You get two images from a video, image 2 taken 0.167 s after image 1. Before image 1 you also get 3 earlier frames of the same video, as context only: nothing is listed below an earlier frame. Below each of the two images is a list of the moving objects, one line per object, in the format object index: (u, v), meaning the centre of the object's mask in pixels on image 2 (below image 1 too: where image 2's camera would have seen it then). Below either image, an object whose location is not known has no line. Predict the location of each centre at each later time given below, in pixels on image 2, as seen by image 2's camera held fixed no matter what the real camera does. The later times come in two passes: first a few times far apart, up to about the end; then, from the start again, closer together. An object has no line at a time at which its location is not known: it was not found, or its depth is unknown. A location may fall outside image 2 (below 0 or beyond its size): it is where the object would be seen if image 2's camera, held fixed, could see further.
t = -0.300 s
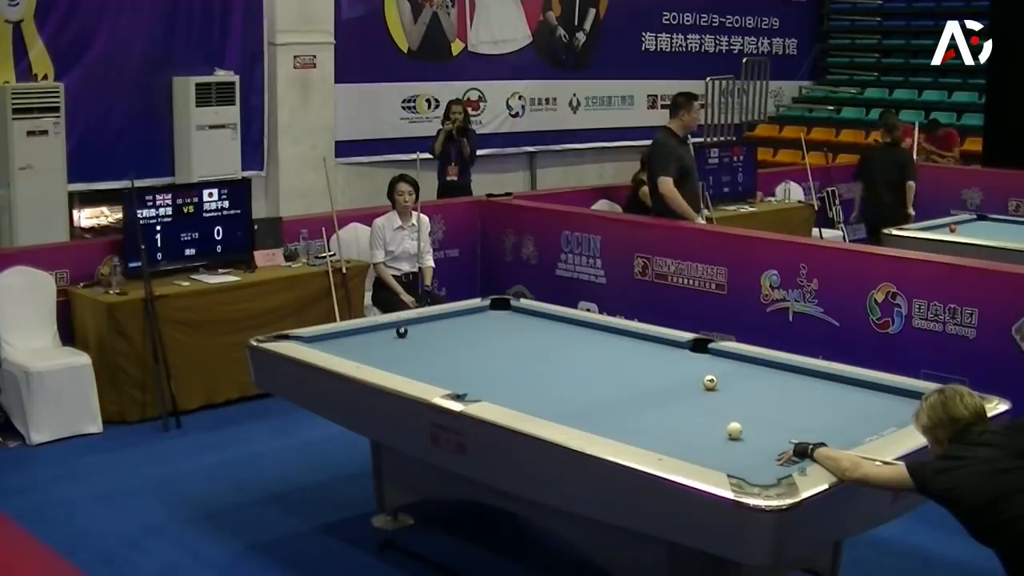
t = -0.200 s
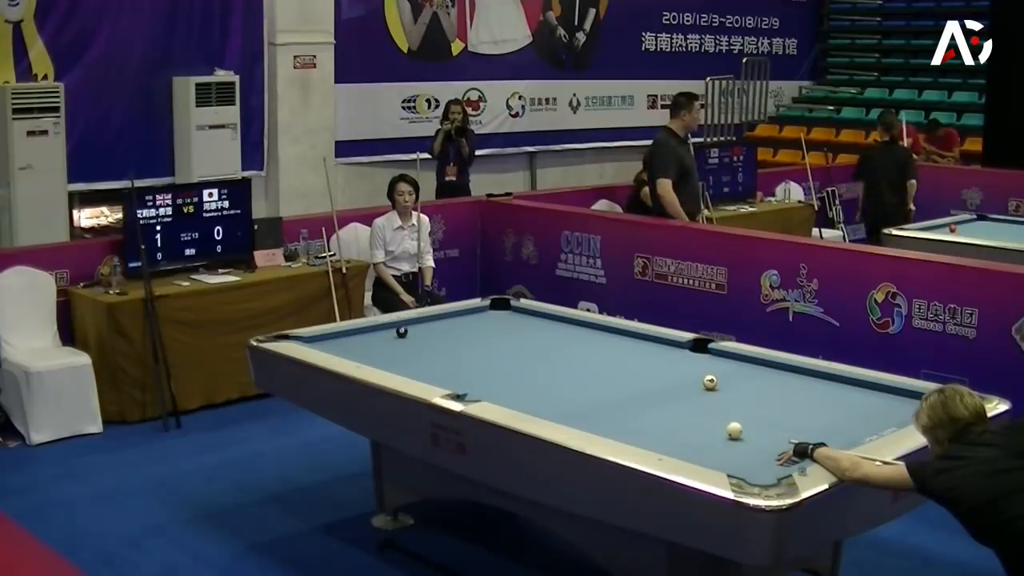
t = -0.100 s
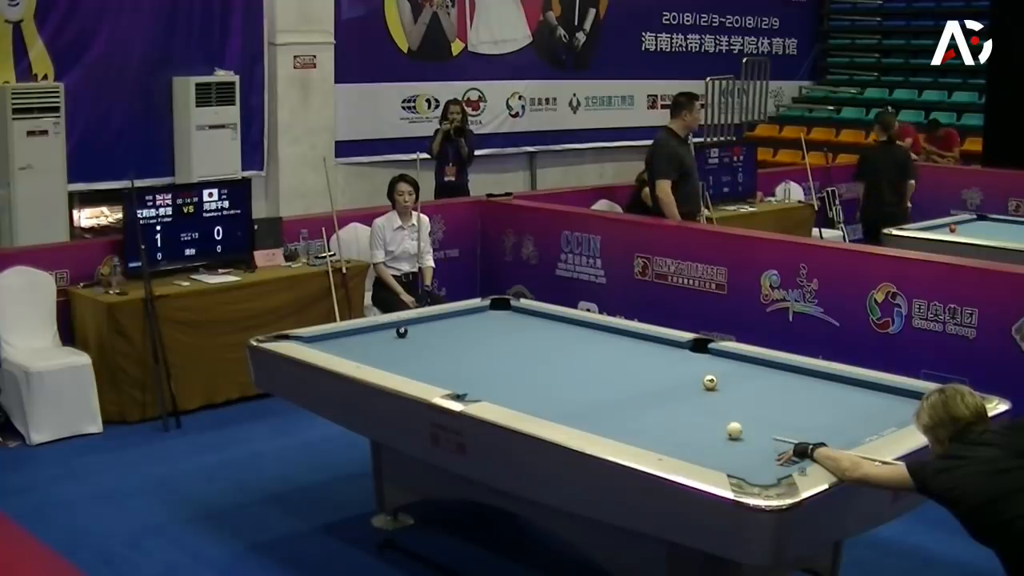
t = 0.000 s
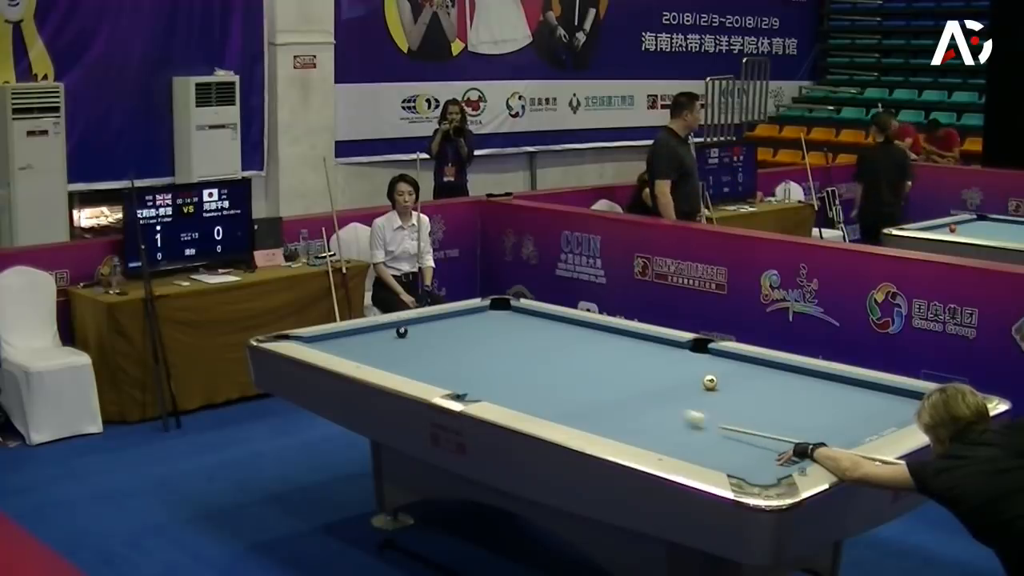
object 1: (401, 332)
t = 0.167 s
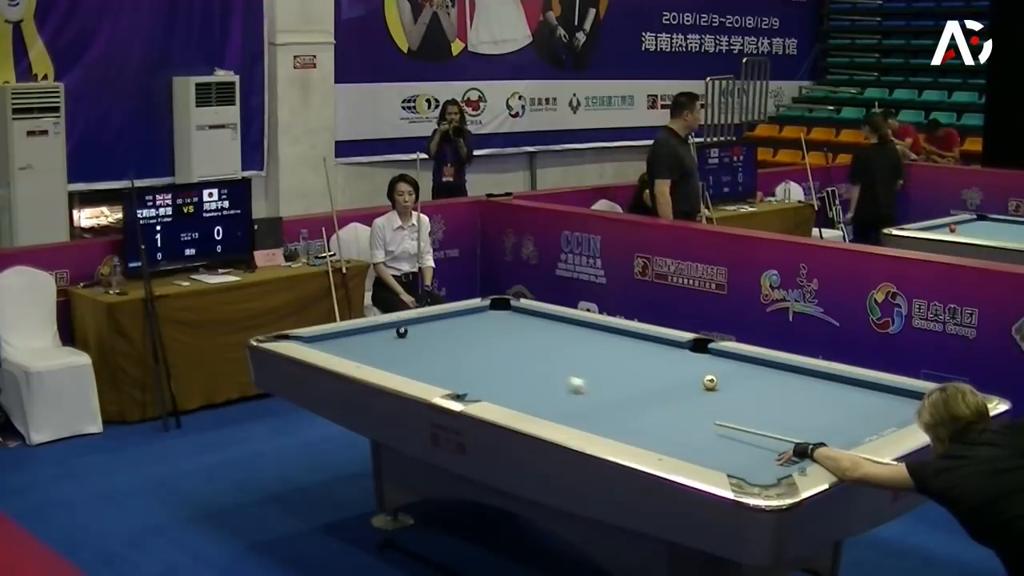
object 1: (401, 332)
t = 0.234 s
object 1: (401, 332)
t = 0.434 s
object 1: (401, 332)
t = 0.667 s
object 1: (414, 328)
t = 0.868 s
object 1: (461, 333)
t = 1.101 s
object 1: (511, 339)
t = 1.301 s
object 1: (556, 344)
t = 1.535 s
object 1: (609, 351)
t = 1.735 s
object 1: (655, 357)
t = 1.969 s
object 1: (709, 364)
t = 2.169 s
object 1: (756, 369)
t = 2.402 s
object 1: (811, 376)
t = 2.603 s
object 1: (846, 384)
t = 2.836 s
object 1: (883, 394)
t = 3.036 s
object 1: (914, 403)
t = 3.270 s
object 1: (917, 407)
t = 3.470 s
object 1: (892, 407)
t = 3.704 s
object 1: (863, 406)
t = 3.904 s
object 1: (839, 405)
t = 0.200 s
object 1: (401, 332)
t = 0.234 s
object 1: (401, 332)
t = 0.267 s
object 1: (402, 332)
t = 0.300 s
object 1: (401, 332)
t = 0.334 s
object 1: (401, 332)
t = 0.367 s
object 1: (402, 332)
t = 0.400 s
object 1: (401, 332)
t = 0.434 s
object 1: (401, 332)
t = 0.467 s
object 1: (402, 332)
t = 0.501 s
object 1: (401, 332)
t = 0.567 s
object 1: (398, 326)
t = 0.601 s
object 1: (396, 326)
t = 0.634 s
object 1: (405, 327)
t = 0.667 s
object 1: (414, 328)
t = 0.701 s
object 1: (423, 329)
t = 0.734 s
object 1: (431, 329)
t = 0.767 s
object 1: (439, 331)
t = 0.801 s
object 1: (446, 331)
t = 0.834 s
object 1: (454, 332)
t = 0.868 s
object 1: (461, 333)
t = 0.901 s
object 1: (468, 334)
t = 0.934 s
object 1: (475, 334)
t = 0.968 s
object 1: (482, 335)
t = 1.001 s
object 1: (489, 336)
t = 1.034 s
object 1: (497, 337)
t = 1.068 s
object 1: (504, 338)
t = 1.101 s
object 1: (511, 339)
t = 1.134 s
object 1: (519, 340)
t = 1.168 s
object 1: (526, 341)
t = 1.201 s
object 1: (534, 342)
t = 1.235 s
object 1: (541, 343)
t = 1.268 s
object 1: (549, 344)
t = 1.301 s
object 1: (556, 344)
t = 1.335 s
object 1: (563, 345)
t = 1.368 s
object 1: (571, 346)
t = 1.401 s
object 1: (578, 347)
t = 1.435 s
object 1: (586, 348)
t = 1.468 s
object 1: (594, 349)
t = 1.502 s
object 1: (601, 350)
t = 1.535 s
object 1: (609, 351)
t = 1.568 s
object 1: (616, 352)
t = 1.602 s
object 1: (624, 353)
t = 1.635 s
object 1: (632, 354)
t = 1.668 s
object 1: (639, 355)
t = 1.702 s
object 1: (647, 356)
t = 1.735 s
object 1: (655, 357)
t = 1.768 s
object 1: (663, 357)
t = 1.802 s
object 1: (670, 358)
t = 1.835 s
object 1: (678, 360)
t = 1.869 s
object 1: (686, 360)
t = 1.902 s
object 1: (693, 361)
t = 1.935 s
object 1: (701, 362)
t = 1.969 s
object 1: (709, 364)
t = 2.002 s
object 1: (717, 365)
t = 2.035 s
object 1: (725, 366)
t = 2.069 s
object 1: (733, 366)
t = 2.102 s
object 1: (741, 367)
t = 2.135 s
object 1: (748, 368)
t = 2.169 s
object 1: (756, 369)
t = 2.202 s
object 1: (764, 369)
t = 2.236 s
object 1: (772, 371)
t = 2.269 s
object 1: (780, 371)
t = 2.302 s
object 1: (788, 373)
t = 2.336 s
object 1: (795, 374)
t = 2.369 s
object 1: (804, 375)
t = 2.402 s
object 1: (811, 376)
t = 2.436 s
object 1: (820, 377)
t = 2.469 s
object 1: (829, 378)
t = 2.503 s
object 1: (834, 379)
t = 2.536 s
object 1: (838, 381)
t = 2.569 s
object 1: (842, 382)
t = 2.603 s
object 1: (846, 384)
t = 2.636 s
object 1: (852, 385)
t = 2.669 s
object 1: (858, 387)
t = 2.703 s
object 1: (862, 388)
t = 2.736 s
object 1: (867, 390)
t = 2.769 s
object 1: (872, 391)
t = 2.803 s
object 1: (878, 392)
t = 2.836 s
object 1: (883, 394)
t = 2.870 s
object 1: (888, 395)
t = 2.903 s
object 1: (892, 398)
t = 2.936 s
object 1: (898, 398)
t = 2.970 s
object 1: (903, 400)
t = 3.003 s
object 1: (908, 402)
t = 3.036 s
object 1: (914, 403)
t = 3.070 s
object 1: (919, 404)
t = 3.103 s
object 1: (924, 405)
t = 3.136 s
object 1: (928, 405)
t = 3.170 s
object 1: (930, 405)
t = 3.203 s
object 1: (926, 406)
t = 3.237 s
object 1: (921, 407)
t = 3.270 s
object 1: (917, 407)
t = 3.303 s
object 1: (913, 408)
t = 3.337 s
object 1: (909, 408)
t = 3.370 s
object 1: (904, 407)
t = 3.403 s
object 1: (900, 407)
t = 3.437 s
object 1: (896, 407)
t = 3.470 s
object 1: (892, 407)
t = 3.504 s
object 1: (888, 407)
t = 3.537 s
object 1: (884, 407)
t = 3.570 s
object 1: (879, 407)
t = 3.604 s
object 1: (875, 407)
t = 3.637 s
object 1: (871, 407)
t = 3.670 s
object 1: (867, 406)
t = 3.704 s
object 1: (863, 406)
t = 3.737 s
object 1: (859, 406)
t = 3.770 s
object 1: (855, 406)
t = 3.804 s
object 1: (851, 406)
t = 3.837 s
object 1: (847, 406)
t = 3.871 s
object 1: (843, 406)
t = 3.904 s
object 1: (839, 405)
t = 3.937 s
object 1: (836, 405)
